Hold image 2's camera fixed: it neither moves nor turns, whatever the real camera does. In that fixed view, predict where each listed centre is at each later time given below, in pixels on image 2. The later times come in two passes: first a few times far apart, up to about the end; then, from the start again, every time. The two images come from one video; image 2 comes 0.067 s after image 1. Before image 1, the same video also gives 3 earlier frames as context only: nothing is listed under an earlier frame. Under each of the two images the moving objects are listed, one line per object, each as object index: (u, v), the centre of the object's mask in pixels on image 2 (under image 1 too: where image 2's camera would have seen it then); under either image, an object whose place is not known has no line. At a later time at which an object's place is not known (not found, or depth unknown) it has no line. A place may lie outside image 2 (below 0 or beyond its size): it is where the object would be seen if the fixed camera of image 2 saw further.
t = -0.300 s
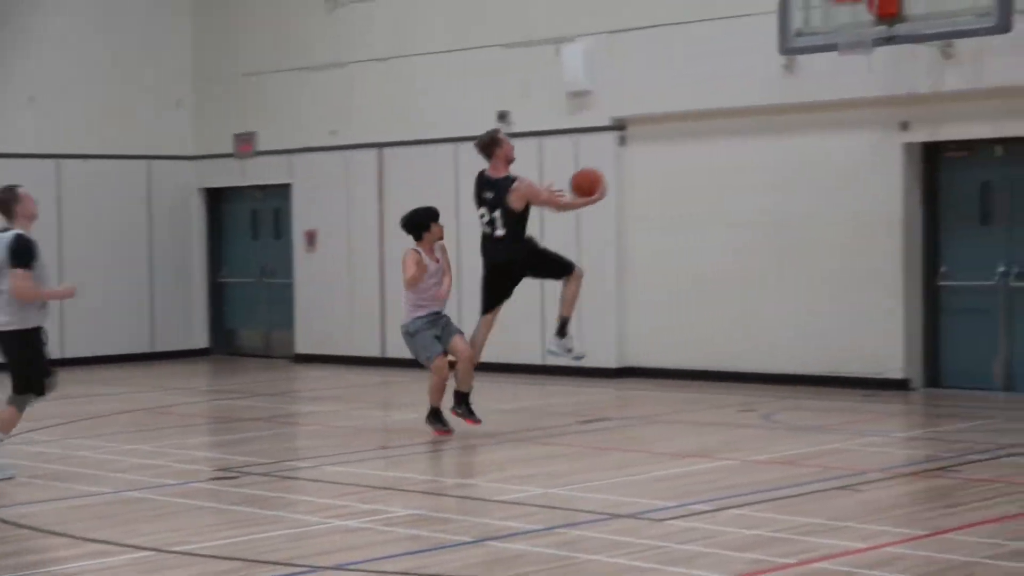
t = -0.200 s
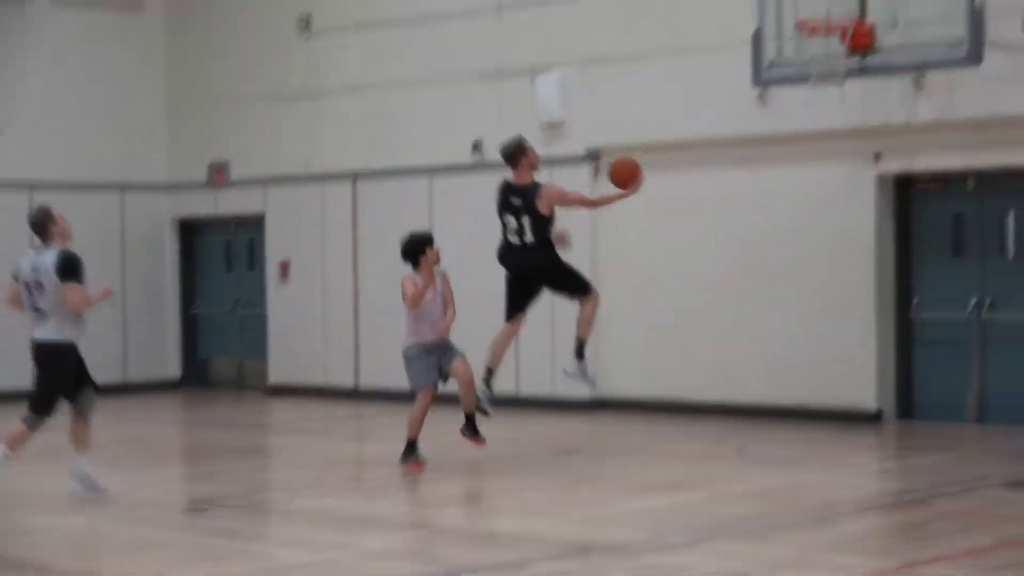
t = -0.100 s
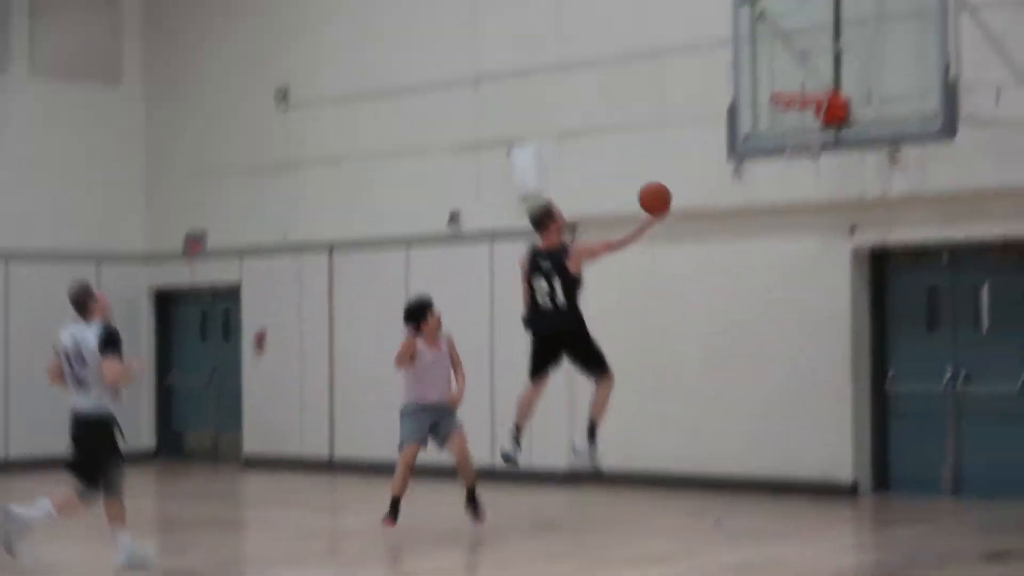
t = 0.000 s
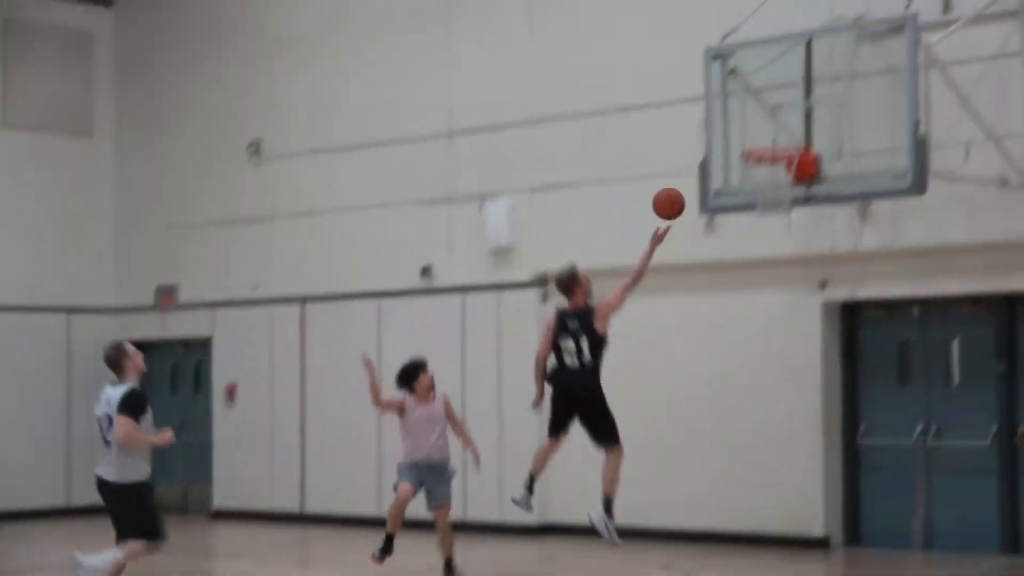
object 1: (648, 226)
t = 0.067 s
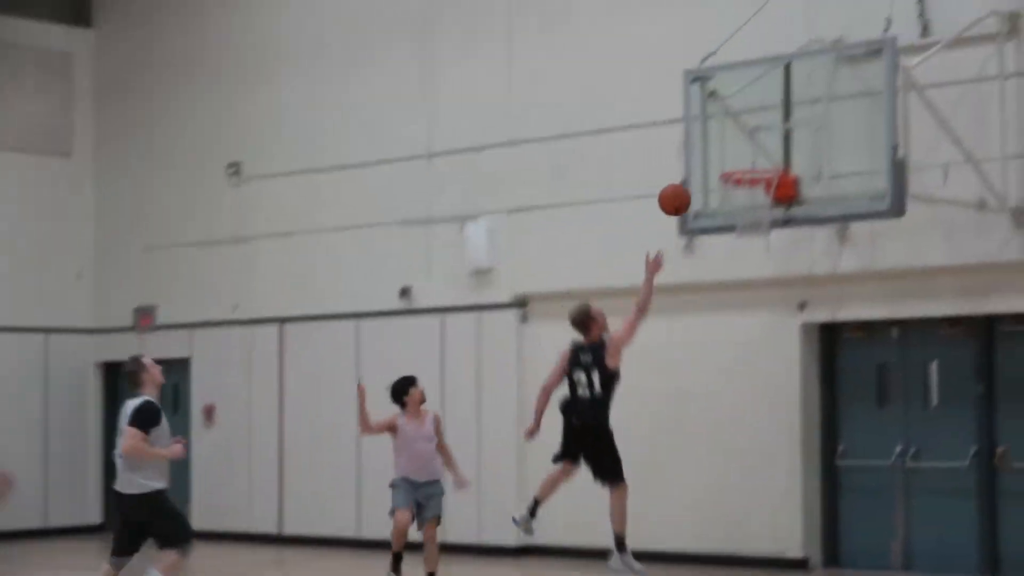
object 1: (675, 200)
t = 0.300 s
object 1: (762, 156)
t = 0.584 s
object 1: (750, 172)
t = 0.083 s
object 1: (681, 194)
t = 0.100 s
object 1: (688, 189)
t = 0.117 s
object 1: (695, 184)
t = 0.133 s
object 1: (701, 180)
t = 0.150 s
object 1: (708, 176)
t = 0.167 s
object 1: (714, 173)
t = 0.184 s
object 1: (720, 169)
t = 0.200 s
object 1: (727, 164)
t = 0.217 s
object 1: (735, 162)
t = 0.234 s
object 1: (742, 160)
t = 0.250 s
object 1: (748, 160)
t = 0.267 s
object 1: (756, 159)
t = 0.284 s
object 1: (761, 157)
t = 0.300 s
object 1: (762, 156)
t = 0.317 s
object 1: (762, 155)
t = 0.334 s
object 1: (762, 154)
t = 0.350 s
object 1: (762, 153)
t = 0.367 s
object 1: (762, 153)
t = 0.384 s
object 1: (762, 154)
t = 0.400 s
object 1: (763, 154)
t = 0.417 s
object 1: (763, 154)
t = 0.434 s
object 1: (763, 155)
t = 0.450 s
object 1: (763, 156)
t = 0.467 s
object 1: (763, 157)
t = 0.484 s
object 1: (763, 158)
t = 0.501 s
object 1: (763, 160)
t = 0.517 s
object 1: (762, 161)
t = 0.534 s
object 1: (759, 162)
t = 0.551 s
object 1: (756, 162)
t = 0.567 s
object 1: (753, 163)
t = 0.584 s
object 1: (750, 172)
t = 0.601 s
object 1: (747, 175)
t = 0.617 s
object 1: (744, 178)
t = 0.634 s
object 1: (741, 181)
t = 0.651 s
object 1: (741, 184)
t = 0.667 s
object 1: (743, 187)
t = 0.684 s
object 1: (745, 188)
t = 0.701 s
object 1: (747, 191)
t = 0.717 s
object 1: (749, 195)
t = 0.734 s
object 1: (752, 199)
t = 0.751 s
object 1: (753, 203)
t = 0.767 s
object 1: (755, 205)
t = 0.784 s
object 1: (757, 212)
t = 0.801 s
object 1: (758, 216)
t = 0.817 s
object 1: (760, 220)
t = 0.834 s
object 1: (762, 224)
